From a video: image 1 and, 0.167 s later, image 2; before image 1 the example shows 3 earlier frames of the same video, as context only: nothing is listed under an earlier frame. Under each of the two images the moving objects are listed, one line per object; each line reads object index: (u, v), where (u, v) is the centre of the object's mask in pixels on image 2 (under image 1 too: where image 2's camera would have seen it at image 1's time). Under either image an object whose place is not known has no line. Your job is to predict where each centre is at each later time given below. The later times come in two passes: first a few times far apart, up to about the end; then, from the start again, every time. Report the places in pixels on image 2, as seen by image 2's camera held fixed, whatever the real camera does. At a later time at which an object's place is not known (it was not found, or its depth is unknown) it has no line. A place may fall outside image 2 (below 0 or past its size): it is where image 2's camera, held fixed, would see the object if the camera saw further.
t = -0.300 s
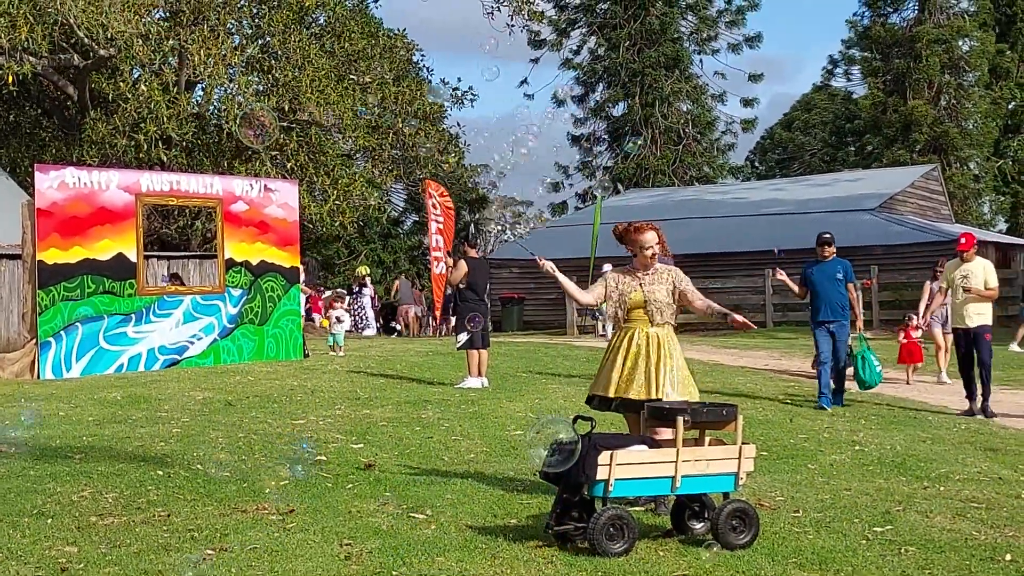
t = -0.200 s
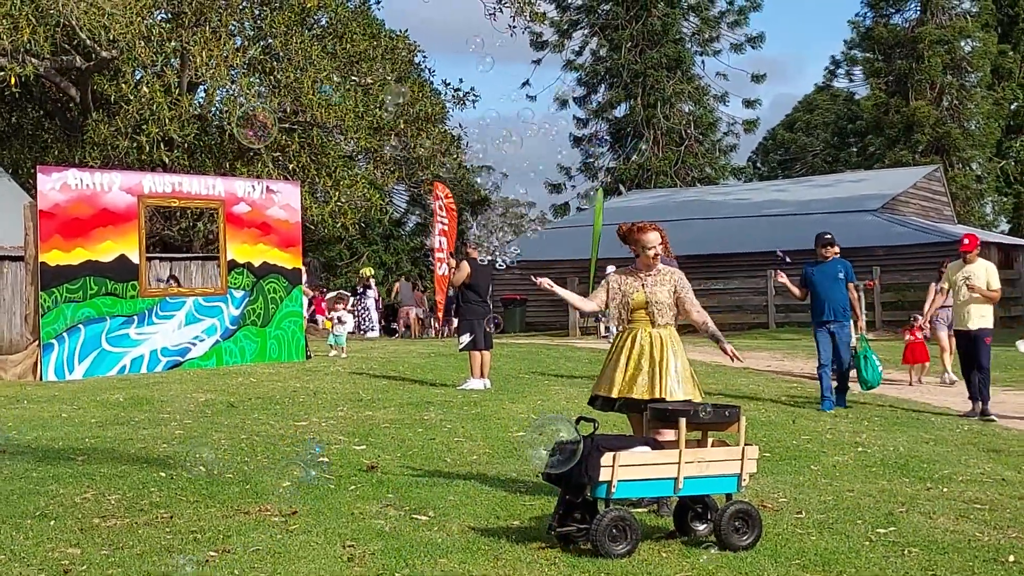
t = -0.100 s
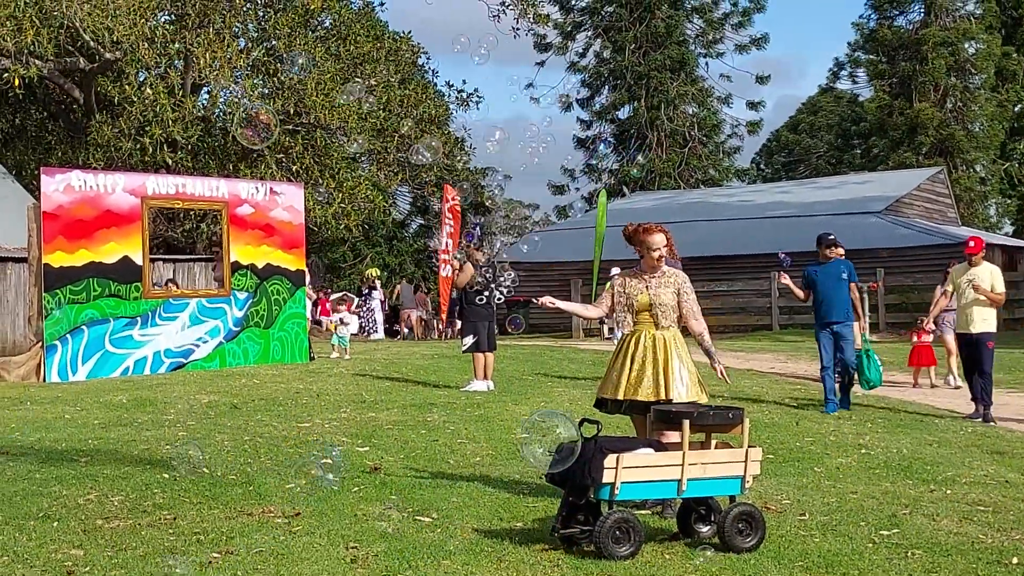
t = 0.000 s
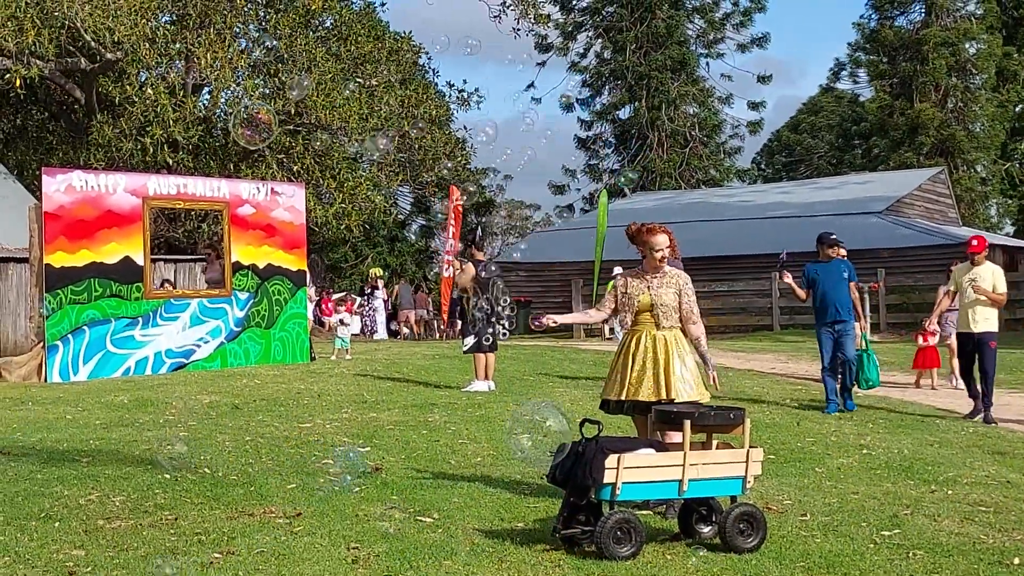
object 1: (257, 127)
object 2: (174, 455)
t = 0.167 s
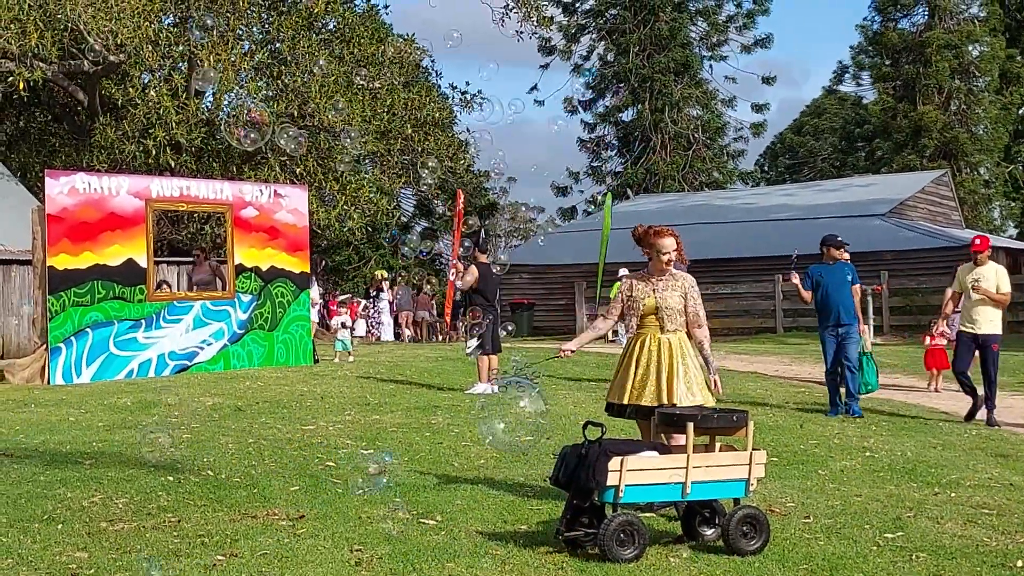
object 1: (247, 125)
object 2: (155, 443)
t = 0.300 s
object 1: (230, 121)
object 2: (146, 436)
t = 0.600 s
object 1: (201, 102)
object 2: (137, 430)
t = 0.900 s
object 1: (167, 74)
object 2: (119, 434)
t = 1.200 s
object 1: (133, 77)
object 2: (83, 450)
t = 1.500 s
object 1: (24, 89)
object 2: (31, 481)
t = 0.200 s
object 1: (240, 122)
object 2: (153, 439)
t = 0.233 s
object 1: (238, 123)
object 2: (152, 438)
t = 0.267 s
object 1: (236, 122)
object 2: (147, 437)
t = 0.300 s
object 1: (230, 121)
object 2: (146, 436)
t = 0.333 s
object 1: (228, 118)
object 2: (145, 435)
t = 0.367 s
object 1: (225, 116)
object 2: (143, 434)
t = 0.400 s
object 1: (222, 116)
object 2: (142, 432)
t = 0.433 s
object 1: (219, 114)
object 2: (141, 431)
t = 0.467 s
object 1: (217, 111)
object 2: (140, 430)
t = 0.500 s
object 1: (212, 110)
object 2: (139, 431)
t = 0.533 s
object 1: (208, 107)
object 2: (138, 430)
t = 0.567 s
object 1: (204, 105)
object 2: (138, 430)
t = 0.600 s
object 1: (201, 102)
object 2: (137, 430)
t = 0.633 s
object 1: (196, 99)
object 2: (137, 429)
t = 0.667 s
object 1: (194, 96)
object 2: (135, 429)
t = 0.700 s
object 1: (189, 93)
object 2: (133, 431)
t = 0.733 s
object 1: (186, 90)
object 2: (130, 431)
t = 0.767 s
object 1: (182, 86)
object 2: (128, 432)
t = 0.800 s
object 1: (178, 83)
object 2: (125, 432)
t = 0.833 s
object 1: (175, 80)
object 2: (124, 434)
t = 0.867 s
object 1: (172, 77)
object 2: (122, 432)
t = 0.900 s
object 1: (167, 74)
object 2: (119, 434)
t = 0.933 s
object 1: (164, 72)
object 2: (117, 436)
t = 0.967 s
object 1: (162, 70)
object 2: (114, 437)
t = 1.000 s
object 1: (159, 68)
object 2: (110, 438)
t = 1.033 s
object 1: (156, 68)
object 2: (103, 441)
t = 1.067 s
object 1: (153, 68)
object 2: (99, 443)
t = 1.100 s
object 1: (150, 69)
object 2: (92, 446)
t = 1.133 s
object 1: (146, 71)
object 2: (90, 448)
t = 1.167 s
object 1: (141, 74)
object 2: (87, 448)
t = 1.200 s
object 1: (133, 77)
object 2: (83, 450)
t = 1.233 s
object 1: (124, 80)
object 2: (75, 454)
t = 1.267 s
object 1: (114, 84)
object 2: (72, 453)
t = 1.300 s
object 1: (104, 87)
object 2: (66, 453)
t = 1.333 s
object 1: (92, 89)
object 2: (58, 457)
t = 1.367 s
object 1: (80, 90)
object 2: (55, 458)
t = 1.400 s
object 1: (66, 91)
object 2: (50, 463)
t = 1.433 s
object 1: (52, 91)
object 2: (45, 472)
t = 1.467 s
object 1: (37, 90)
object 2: (38, 477)
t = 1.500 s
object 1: (24, 89)
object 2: (31, 481)
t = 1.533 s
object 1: (15, 87)
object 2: (25, 483)
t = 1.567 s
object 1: (8, 85)
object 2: (18, 487)
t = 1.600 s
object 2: (12, 489)
